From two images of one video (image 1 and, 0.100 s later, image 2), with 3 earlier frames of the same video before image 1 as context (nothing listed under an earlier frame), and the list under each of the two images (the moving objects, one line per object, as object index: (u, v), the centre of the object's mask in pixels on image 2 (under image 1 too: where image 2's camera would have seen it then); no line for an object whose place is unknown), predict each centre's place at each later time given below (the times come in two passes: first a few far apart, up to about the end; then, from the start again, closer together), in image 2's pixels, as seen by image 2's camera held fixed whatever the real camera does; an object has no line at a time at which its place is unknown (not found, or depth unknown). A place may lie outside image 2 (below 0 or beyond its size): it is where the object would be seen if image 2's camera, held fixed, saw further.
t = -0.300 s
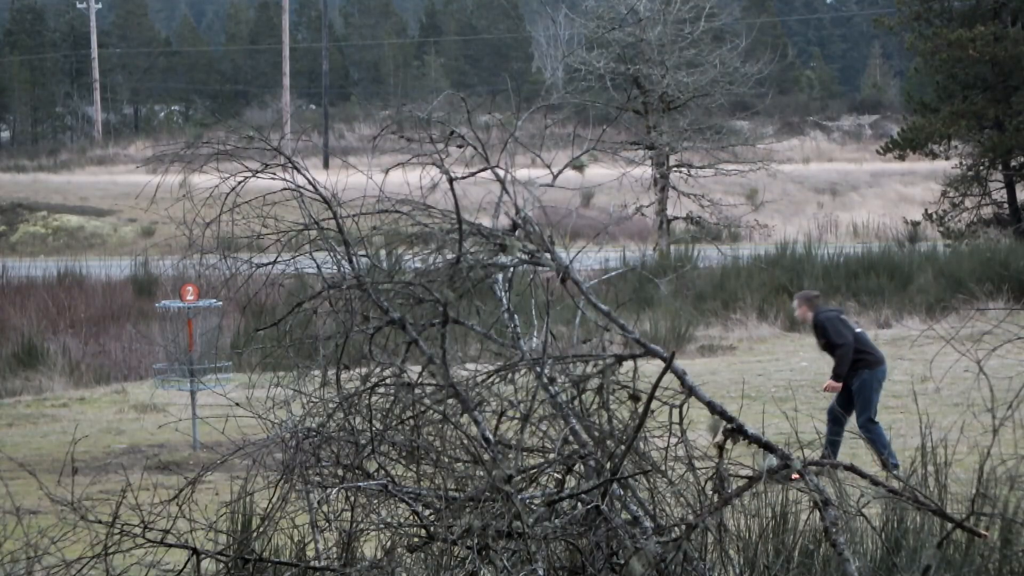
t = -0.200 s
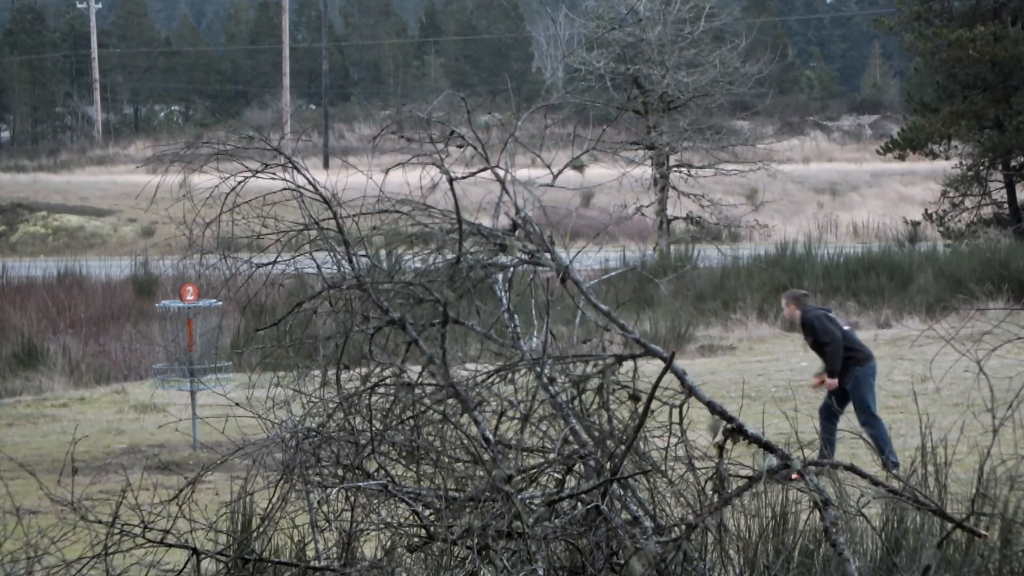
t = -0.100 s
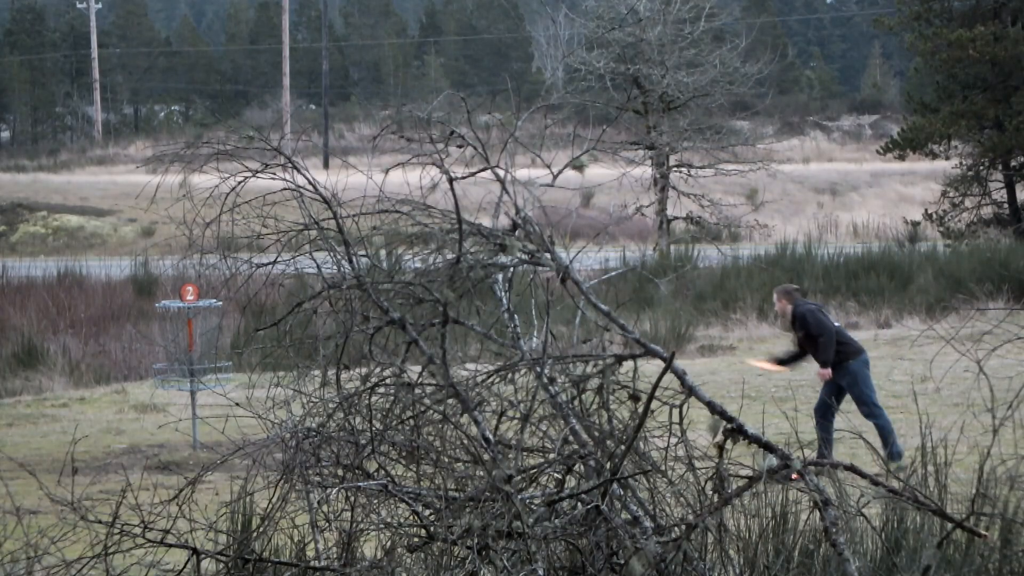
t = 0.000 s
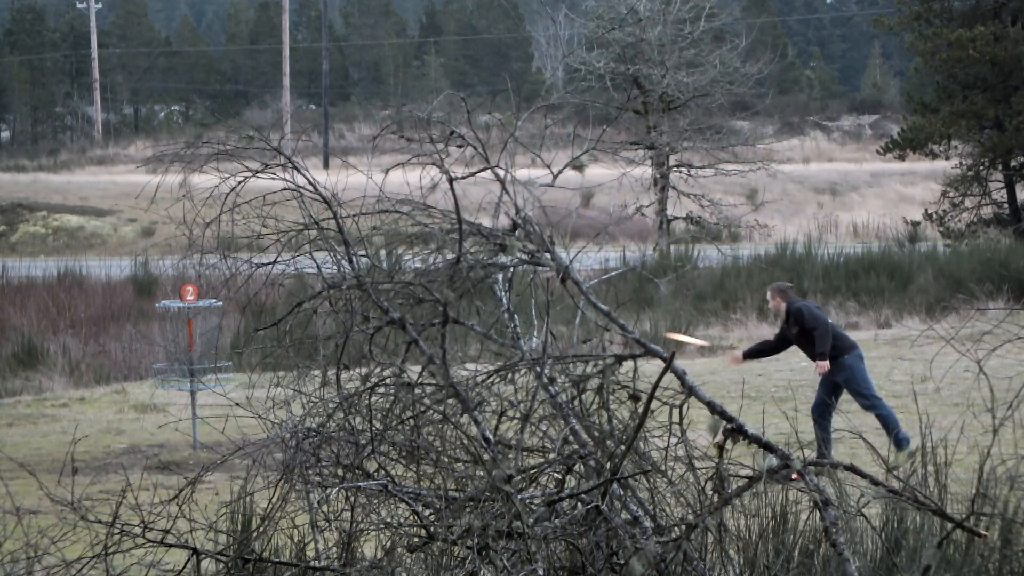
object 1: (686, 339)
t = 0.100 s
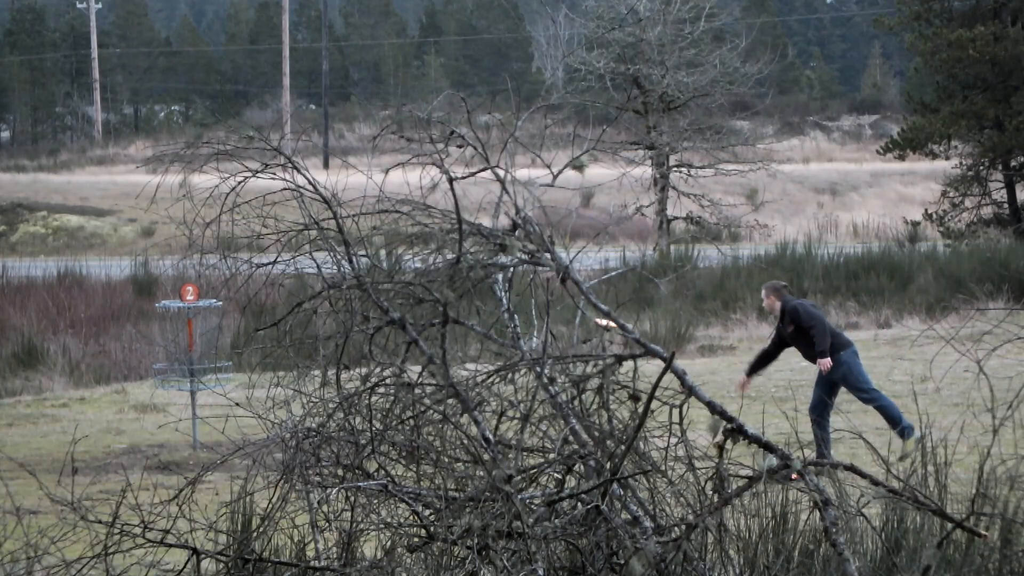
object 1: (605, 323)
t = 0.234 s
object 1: (522, 316)
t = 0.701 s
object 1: (207, 358)
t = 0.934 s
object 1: (168, 357)
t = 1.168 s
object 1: (178, 380)
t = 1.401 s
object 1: (184, 386)
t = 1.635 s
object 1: (185, 386)
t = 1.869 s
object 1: (185, 387)
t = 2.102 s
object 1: (185, 387)
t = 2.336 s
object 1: (185, 387)
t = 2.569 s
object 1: (186, 387)
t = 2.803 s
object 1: (186, 387)
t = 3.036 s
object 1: (186, 387)
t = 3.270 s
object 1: (186, 387)
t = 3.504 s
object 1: (185, 387)
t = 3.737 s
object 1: (185, 387)
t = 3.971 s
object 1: (186, 387)
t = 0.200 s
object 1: (536, 316)
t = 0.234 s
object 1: (522, 316)
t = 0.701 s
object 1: (207, 358)
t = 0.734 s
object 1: (192, 359)
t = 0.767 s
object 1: (178, 360)
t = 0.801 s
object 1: (171, 359)
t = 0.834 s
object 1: (170, 357)
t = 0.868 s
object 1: (169, 356)
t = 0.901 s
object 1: (168, 356)
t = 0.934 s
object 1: (168, 357)
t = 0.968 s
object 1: (168, 358)
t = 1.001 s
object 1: (169, 360)
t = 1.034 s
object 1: (172, 363)
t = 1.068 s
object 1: (174, 367)
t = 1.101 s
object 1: (177, 373)
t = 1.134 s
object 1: (178, 378)
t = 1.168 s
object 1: (178, 380)
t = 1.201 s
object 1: (177, 381)
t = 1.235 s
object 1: (179, 381)
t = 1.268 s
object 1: (181, 382)
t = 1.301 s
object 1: (182, 383)
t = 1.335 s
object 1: (183, 384)
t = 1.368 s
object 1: (183, 385)
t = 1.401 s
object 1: (184, 386)
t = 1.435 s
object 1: (185, 386)
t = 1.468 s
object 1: (186, 386)
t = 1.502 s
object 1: (185, 386)
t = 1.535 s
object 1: (185, 386)
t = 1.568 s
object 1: (186, 386)
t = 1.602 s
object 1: (185, 386)
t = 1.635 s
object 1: (185, 386)
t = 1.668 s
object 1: (186, 386)
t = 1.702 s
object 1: (186, 386)
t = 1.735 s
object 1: (186, 386)
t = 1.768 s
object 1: (186, 386)
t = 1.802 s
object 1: (185, 387)
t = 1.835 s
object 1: (185, 387)
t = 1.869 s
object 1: (185, 387)
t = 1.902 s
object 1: (185, 387)
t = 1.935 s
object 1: (185, 387)
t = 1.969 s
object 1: (185, 387)
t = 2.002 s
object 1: (185, 387)
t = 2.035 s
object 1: (185, 387)
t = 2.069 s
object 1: (185, 387)
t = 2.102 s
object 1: (185, 387)
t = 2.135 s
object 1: (185, 387)
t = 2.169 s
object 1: (185, 387)
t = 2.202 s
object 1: (185, 387)
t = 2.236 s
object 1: (185, 387)
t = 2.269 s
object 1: (185, 387)
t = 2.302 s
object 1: (185, 387)
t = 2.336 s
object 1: (185, 387)
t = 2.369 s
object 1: (186, 387)
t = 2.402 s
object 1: (186, 387)
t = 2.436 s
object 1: (186, 387)
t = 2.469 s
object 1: (186, 387)
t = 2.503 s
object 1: (186, 387)
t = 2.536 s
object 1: (186, 387)
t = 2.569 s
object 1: (186, 387)
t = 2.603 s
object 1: (186, 387)
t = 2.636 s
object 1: (185, 387)
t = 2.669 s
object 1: (185, 387)
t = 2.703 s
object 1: (186, 387)
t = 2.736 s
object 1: (186, 387)
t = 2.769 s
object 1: (186, 387)
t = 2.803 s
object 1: (186, 387)
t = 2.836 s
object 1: (186, 387)
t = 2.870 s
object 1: (186, 387)
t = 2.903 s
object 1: (186, 387)
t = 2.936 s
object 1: (185, 387)
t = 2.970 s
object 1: (186, 387)
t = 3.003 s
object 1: (185, 387)
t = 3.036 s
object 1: (186, 387)
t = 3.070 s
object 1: (186, 387)
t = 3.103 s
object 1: (186, 387)
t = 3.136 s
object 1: (186, 387)
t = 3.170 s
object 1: (186, 387)
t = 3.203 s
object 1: (186, 387)
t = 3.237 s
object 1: (186, 387)
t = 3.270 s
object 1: (186, 387)
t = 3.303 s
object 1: (186, 387)
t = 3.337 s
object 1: (186, 387)
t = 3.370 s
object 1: (186, 387)
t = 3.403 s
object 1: (186, 387)
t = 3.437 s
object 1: (186, 387)
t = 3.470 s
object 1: (186, 387)
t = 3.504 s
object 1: (185, 387)
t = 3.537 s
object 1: (185, 387)
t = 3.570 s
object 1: (185, 387)
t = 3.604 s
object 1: (186, 387)
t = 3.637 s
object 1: (185, 387)
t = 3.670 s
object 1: (186, 387)
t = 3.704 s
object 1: (185, 387)
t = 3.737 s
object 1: (185, 387)
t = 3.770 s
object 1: (186, 388)
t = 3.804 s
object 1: (186, 387)
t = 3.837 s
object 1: (186, 387)
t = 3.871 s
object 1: (186, 387)
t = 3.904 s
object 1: (186, 387)
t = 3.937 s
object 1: (186, 387)
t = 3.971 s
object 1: (186, 387)
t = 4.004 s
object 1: (187, 387)
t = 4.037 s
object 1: (187, 387)
